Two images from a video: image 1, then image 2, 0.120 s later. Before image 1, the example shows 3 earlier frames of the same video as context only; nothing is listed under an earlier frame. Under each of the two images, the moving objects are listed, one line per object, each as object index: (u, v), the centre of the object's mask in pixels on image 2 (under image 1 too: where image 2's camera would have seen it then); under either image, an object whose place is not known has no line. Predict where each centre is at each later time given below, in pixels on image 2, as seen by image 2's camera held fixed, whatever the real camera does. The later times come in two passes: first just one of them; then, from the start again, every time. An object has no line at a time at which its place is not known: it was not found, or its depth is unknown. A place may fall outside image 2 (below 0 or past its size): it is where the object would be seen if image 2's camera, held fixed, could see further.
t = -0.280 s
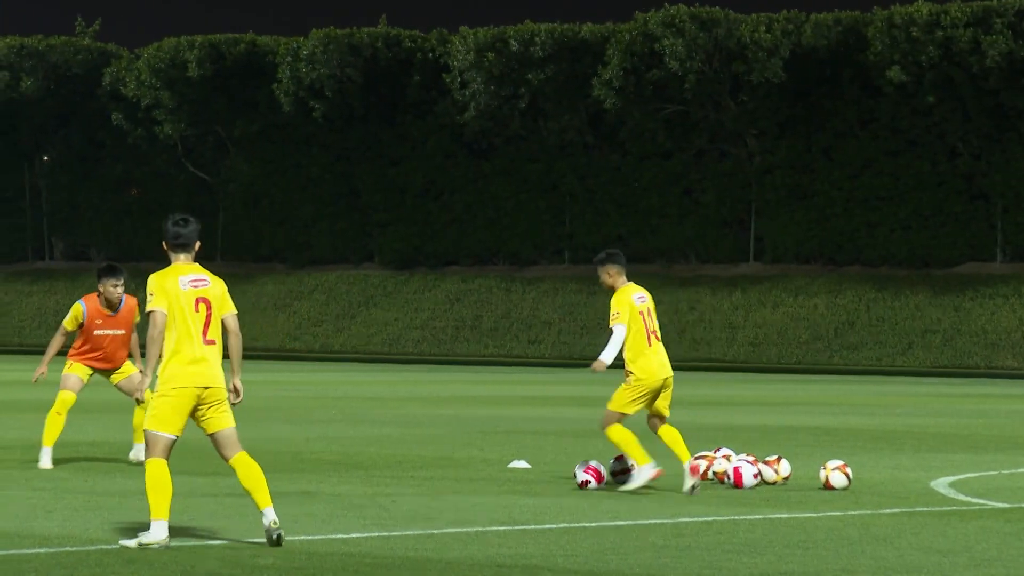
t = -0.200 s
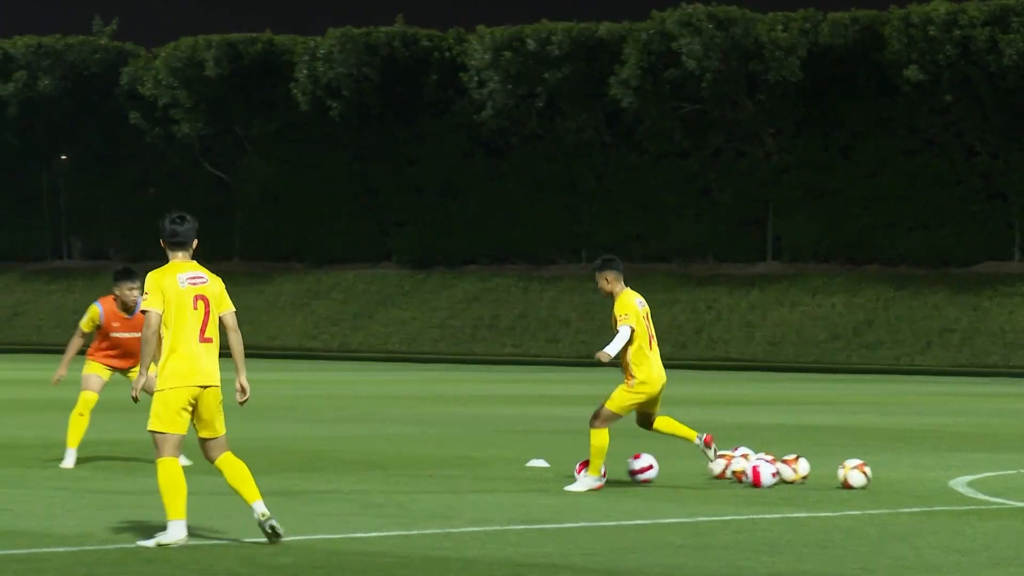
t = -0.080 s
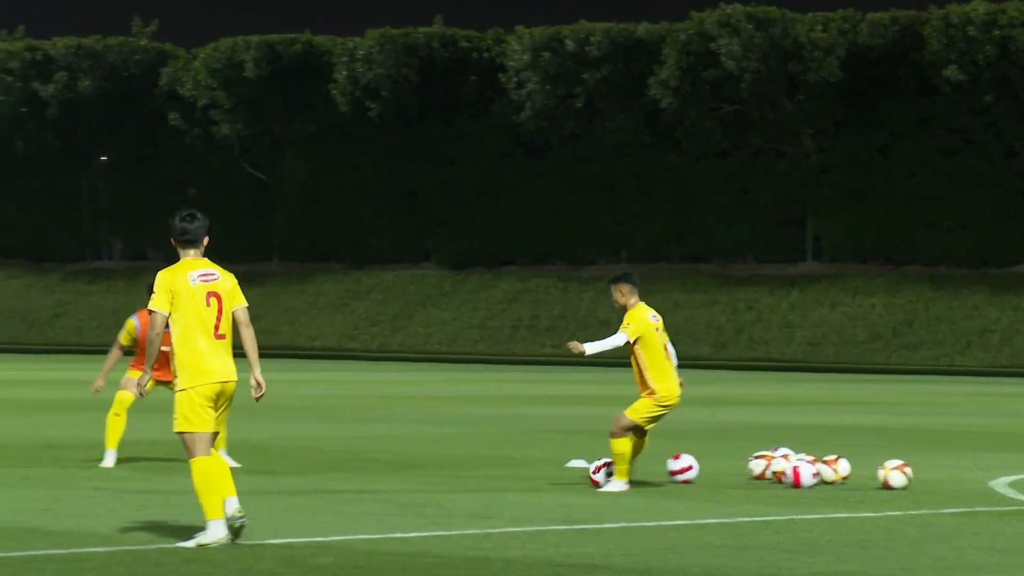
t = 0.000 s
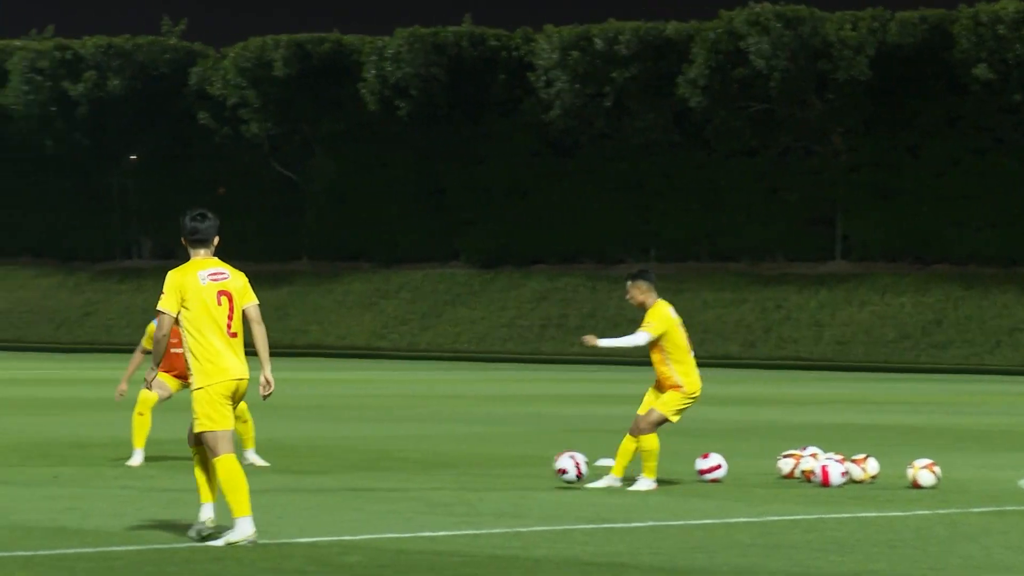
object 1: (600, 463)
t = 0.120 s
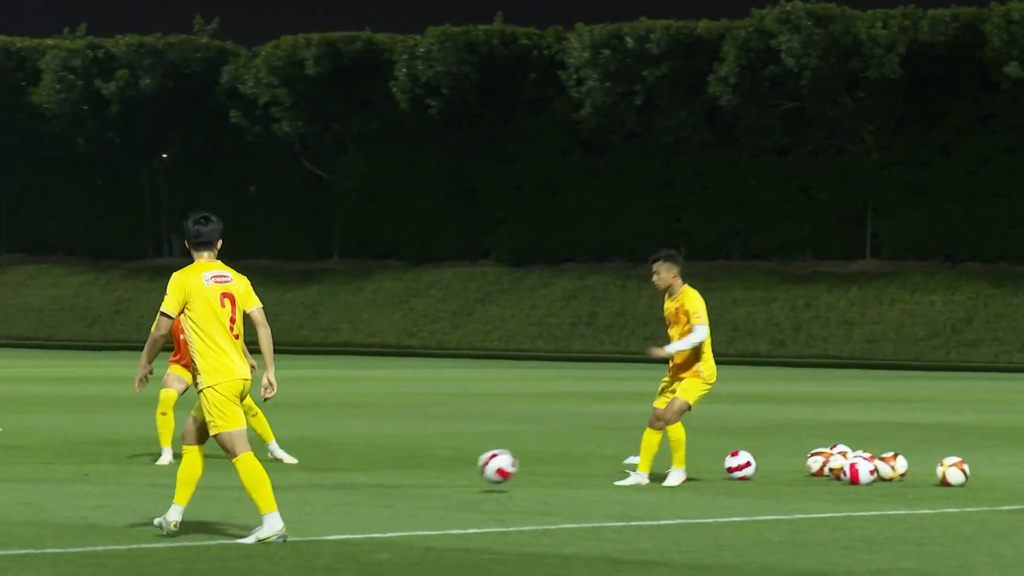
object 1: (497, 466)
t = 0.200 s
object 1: (428, 479)
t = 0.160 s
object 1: (463, 472)
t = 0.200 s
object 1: (428, 479)
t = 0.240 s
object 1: (395, 479)
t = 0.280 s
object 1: (361, 475)
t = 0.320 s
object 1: (327, 474)
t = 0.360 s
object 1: (293, 475)
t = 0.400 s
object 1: (256, 481)
